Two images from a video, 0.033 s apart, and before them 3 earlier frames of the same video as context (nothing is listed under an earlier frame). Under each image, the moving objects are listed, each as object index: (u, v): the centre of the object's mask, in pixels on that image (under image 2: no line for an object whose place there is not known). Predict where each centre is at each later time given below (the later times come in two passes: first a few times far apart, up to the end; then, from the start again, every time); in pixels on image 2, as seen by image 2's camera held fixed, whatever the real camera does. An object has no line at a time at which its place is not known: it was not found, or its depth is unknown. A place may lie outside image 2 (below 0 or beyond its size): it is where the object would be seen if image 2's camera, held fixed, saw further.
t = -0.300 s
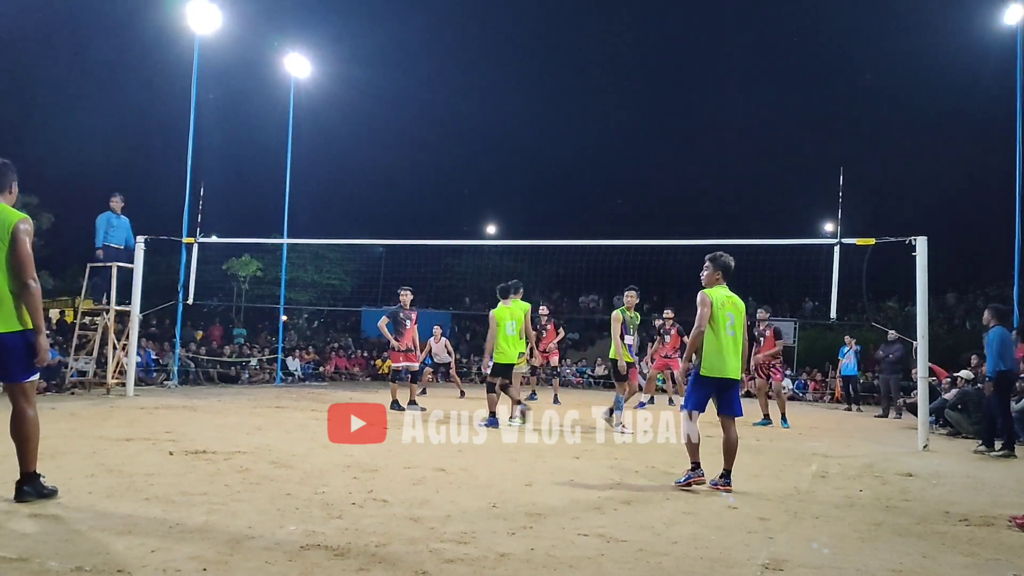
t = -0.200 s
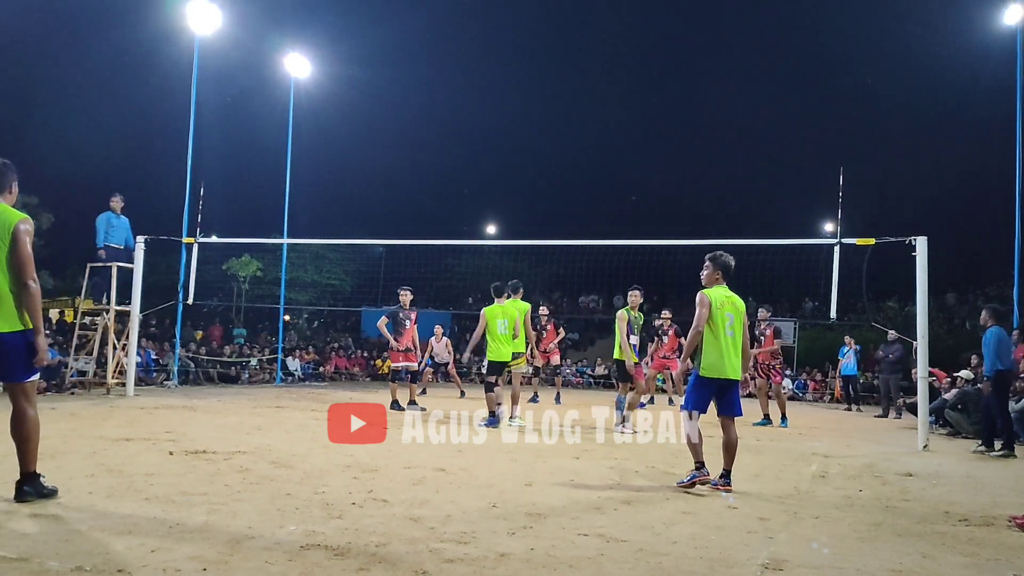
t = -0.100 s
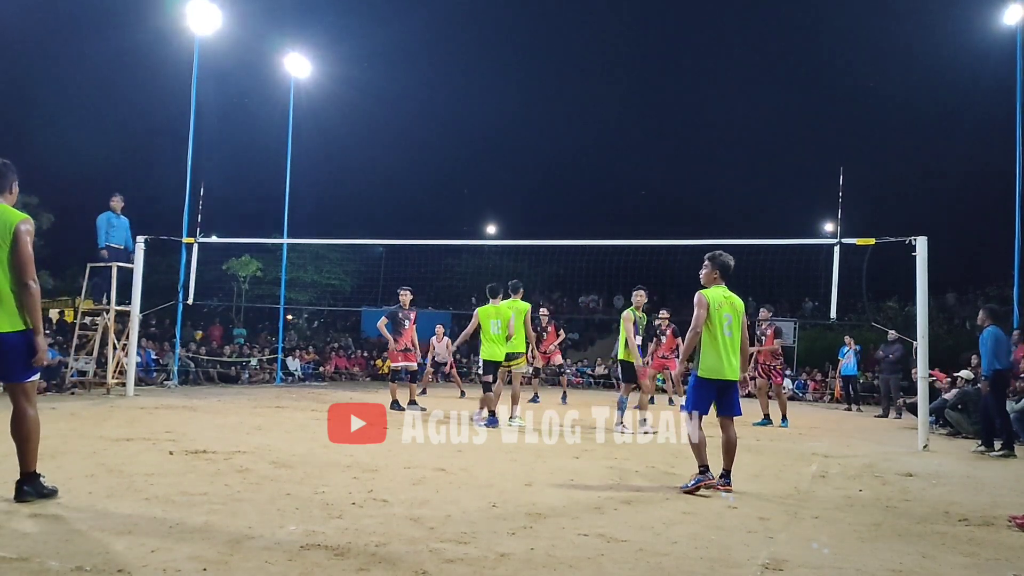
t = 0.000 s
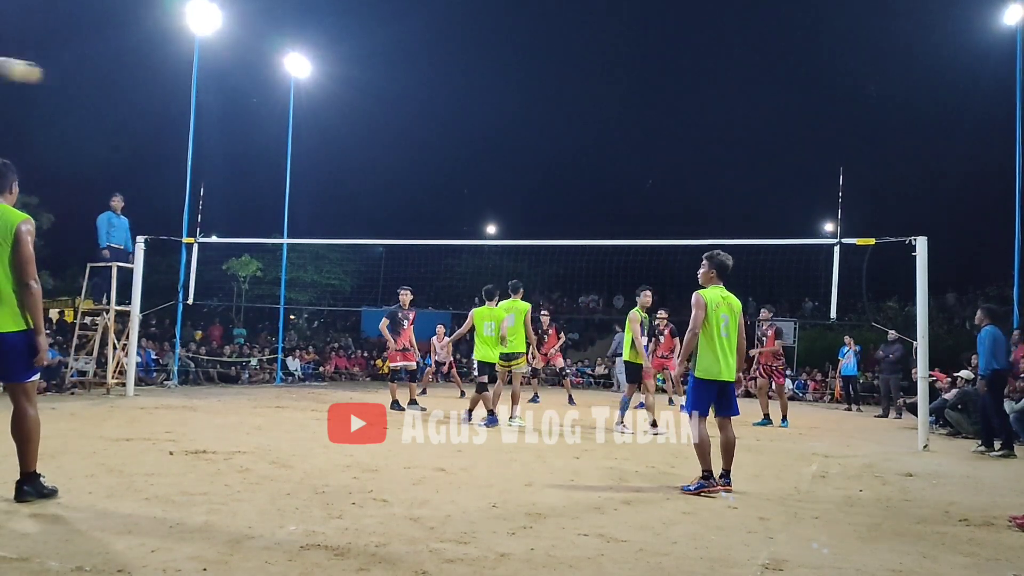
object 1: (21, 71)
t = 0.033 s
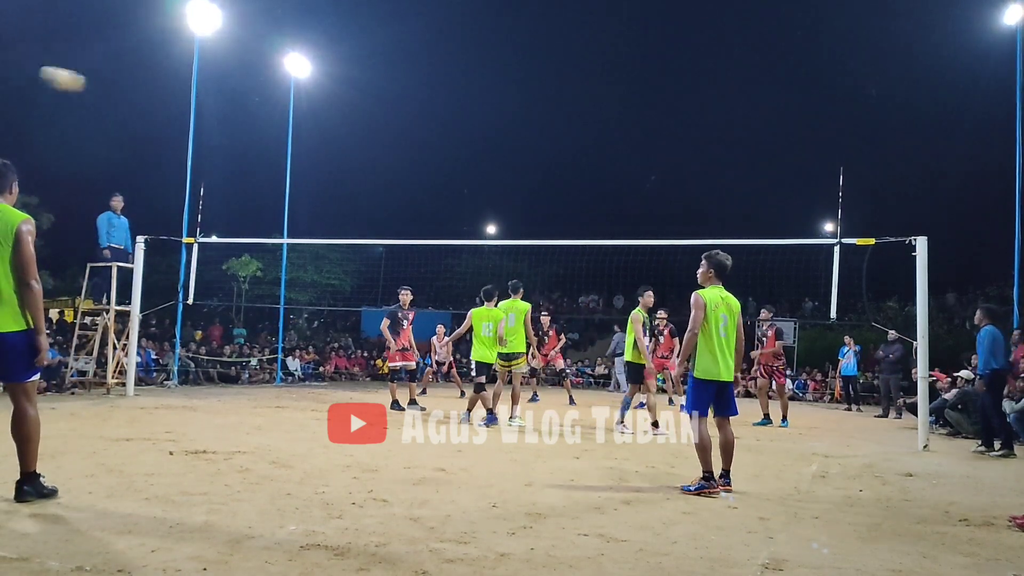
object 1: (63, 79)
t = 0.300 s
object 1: (308, 160)
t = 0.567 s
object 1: (443, 253)
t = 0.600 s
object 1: (455, 264)
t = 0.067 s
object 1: (103, 89)
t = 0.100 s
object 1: (140, 98)
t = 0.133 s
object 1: (173, 107)
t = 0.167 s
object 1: (205, 117)
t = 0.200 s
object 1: (234, 127)
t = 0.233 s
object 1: (260, 138)
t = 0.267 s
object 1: (284, 148)
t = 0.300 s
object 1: (308, 160)
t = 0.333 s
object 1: (329, 171)
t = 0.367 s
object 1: (349, 183)
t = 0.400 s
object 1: (367, 194)
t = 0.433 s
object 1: (384, 206)
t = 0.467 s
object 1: (401, 218)
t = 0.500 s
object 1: (416, 230)
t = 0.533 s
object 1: (430, 241)
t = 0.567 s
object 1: (443, 253)
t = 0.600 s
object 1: (455, 264)
